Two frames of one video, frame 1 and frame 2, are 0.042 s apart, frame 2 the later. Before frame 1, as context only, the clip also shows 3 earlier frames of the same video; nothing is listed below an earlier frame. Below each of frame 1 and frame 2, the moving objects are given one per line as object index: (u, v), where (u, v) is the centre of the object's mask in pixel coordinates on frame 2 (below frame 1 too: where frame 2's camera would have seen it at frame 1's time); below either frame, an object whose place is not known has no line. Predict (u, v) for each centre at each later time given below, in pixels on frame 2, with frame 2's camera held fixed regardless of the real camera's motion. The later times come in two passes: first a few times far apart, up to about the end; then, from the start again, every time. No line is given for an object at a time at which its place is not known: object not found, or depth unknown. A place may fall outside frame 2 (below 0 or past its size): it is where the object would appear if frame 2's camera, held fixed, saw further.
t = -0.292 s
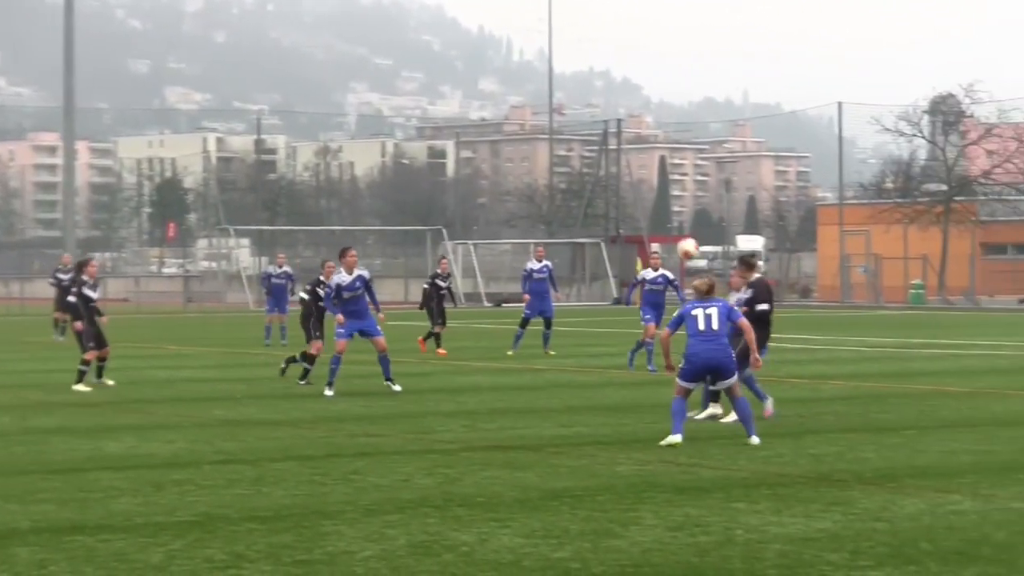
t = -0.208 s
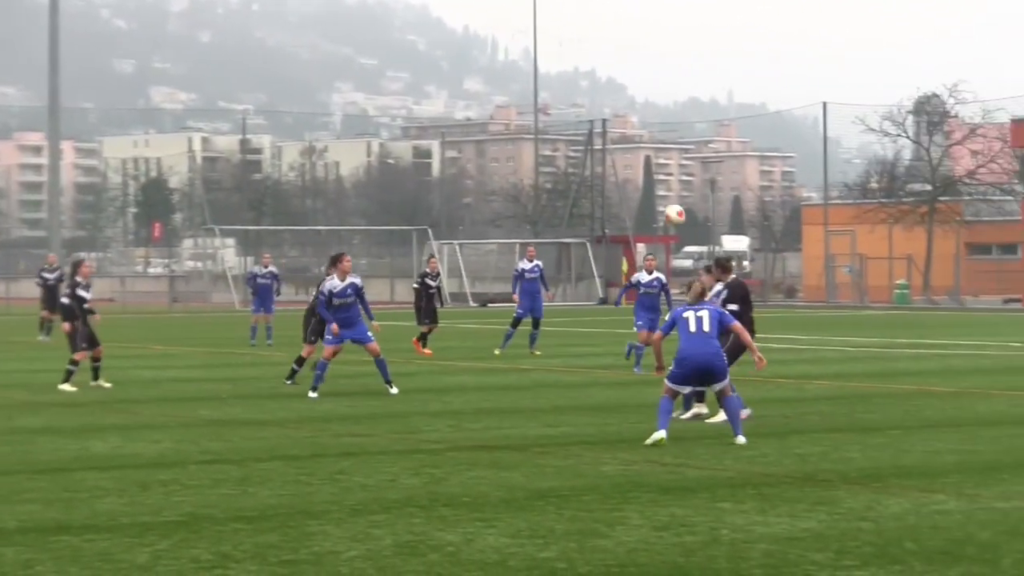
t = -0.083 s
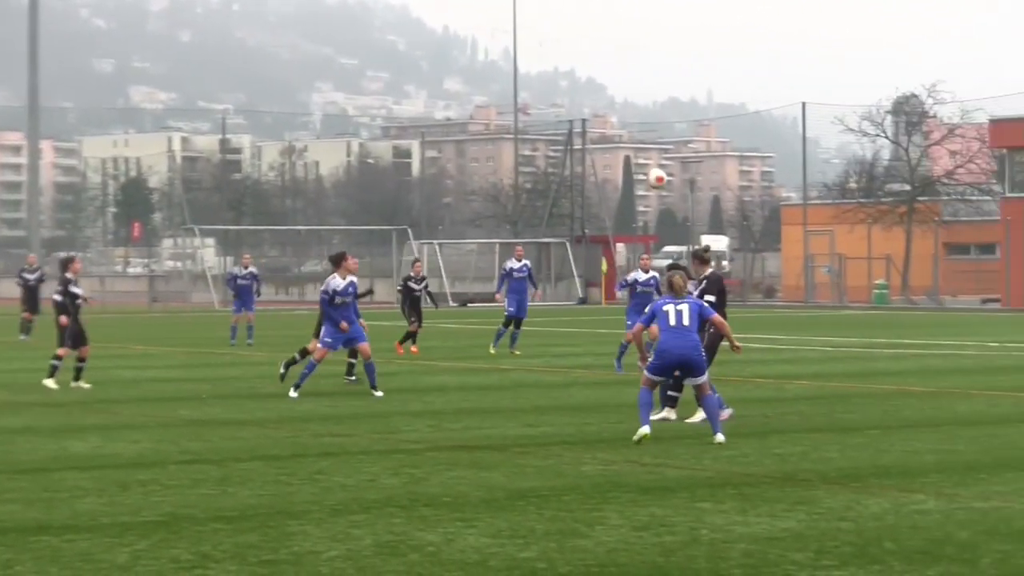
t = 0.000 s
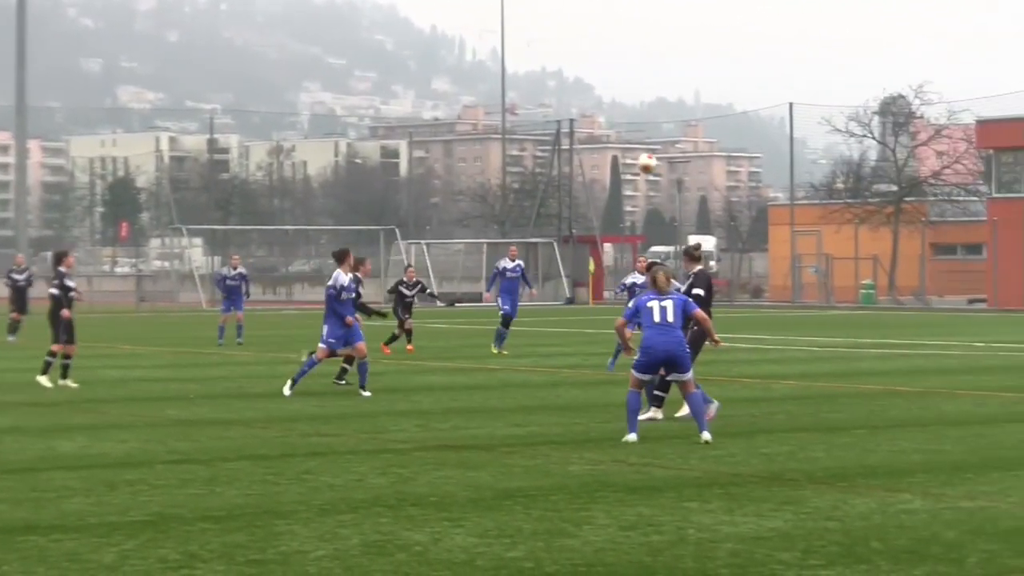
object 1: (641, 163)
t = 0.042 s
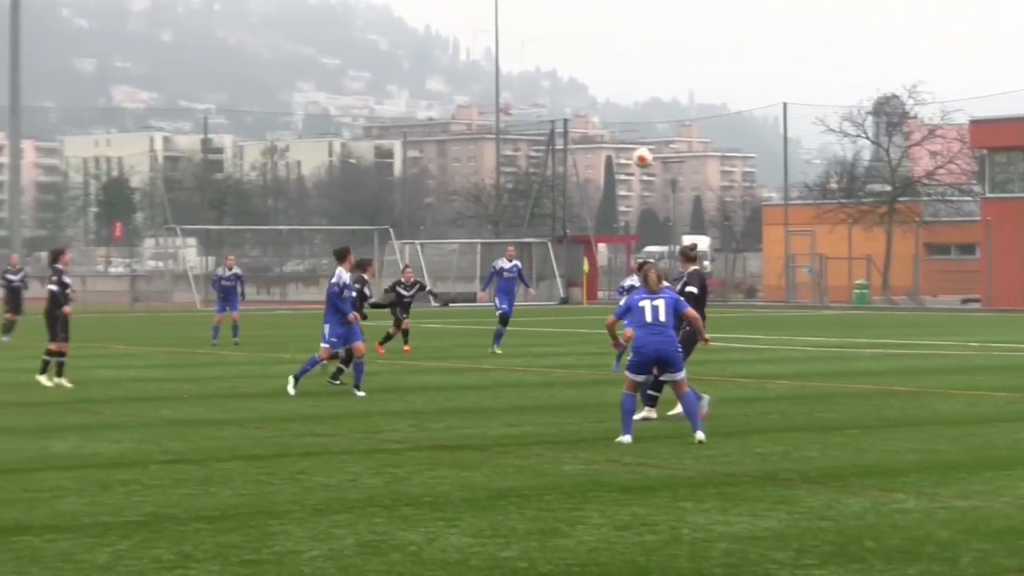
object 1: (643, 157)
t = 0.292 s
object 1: (653, 154)
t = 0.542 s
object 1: (667, 194)
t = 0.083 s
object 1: (644, 154)
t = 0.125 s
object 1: (646, 151)
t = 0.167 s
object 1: (648, 150)
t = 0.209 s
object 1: (650, 150)
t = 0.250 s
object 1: (651, 151)
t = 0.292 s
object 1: (653, 154)
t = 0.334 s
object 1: (656, 158)
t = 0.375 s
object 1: (658, 163)
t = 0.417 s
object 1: (660, 169)
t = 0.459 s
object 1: (663, 177)
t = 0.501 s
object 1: (665, 185)
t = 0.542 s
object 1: (667, 194)
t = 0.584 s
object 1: (670, 204)
